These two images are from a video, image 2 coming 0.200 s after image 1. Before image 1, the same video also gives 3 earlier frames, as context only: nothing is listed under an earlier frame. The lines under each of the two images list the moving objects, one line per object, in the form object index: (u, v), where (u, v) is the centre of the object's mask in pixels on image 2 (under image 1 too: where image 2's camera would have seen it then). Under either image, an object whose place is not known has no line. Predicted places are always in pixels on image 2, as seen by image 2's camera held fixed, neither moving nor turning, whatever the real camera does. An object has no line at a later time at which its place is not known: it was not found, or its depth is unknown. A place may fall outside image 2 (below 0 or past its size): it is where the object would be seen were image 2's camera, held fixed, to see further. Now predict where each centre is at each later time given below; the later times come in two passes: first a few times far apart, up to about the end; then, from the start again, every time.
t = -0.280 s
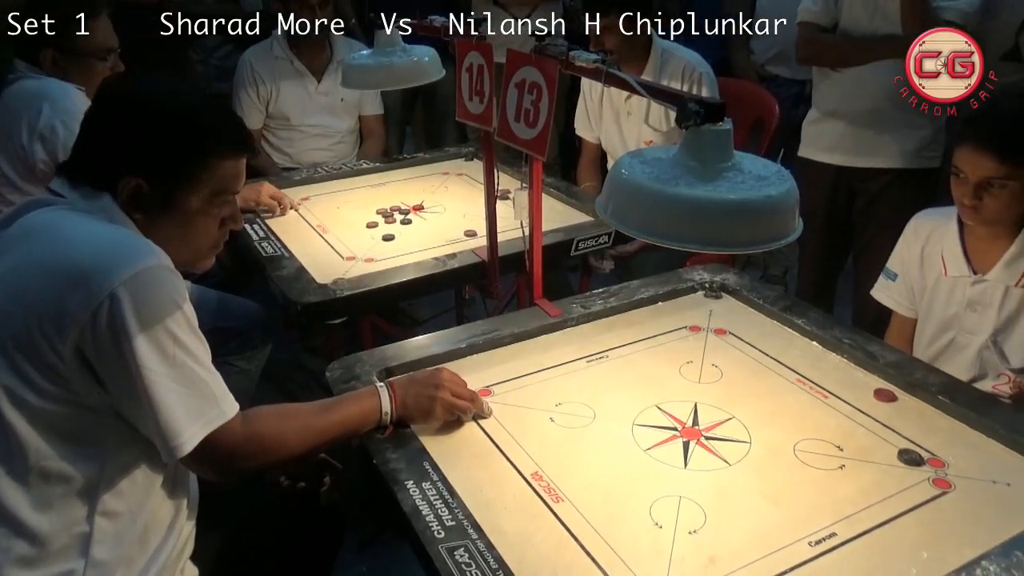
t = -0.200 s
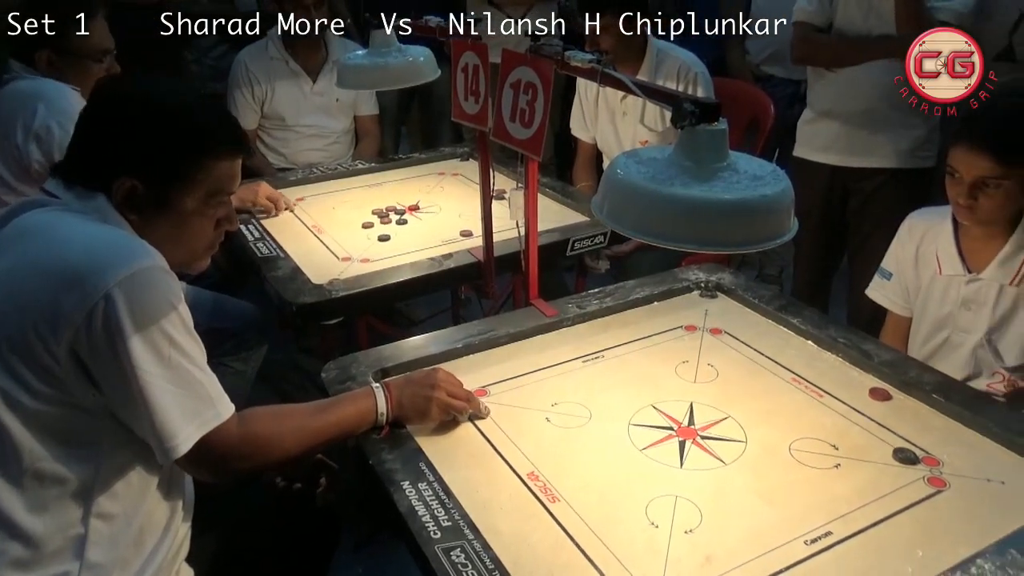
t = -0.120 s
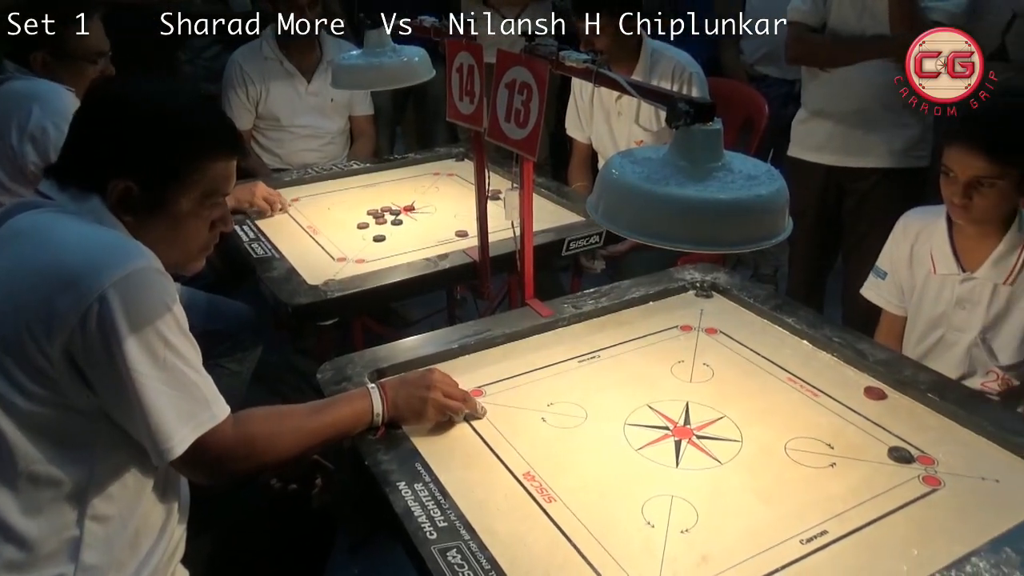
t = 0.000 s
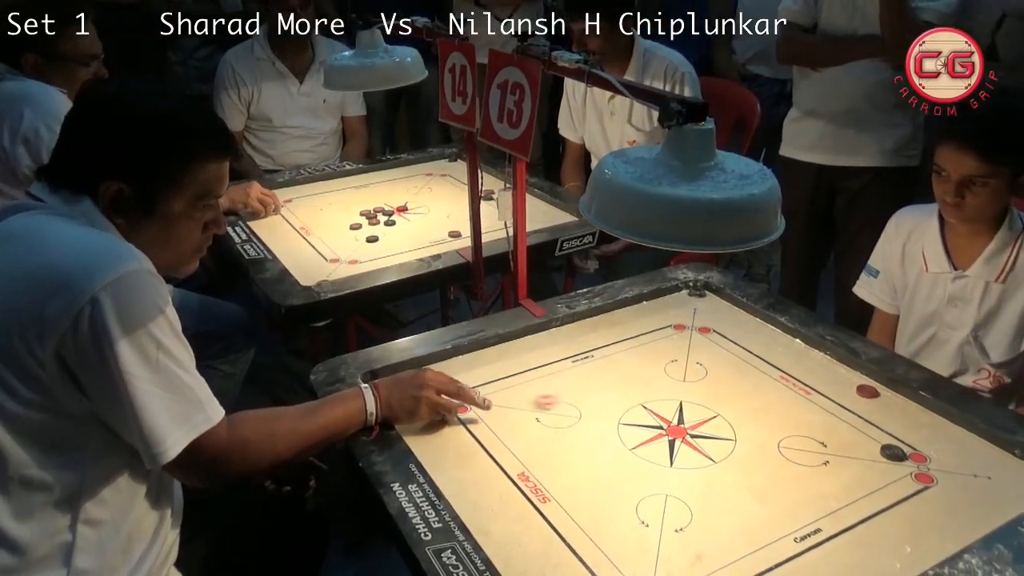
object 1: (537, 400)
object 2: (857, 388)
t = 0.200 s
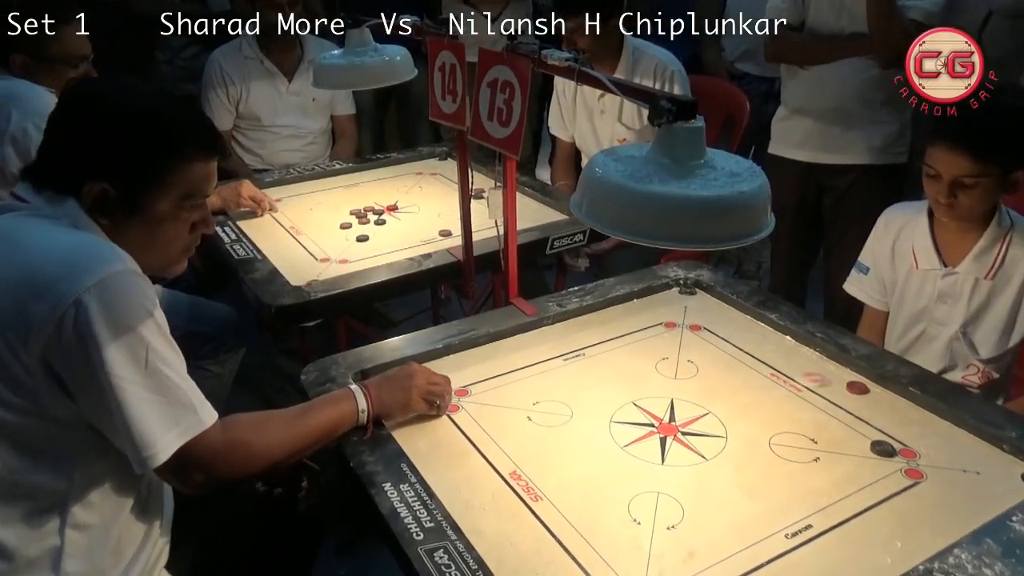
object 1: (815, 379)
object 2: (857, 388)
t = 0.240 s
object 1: (843, 379)
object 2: (871, 394)
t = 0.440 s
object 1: (711, 448)
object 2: (997, 457)
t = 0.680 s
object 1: (531, 543)
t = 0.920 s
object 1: (601, 510)
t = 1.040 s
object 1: (648, 487)
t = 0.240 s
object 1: (843, 379)
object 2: (871, 394)
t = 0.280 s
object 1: (819, 391)
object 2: (900, 406)
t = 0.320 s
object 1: (794, 405)
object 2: (928, 419)
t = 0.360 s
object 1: (768, 419)
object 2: (955, 431)
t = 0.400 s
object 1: (739, 434)
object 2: (976, 445)
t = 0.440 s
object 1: (711, 448)
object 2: (997, 457)
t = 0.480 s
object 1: (682, 463)
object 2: (1014, 469)
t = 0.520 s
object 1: (654, 478)
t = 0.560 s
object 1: (624, 494)
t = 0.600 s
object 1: (594, 511)
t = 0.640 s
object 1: (562, 527)
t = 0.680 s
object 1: (531, 543)
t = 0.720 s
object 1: (502, 558)
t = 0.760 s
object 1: (516, 552)
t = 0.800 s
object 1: (541, 540)
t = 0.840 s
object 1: (563, 529)
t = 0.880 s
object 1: (583, 519)
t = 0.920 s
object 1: (601, 510)
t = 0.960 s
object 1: (618, 502)
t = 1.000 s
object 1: (634, 494)
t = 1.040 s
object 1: (648, 487)
